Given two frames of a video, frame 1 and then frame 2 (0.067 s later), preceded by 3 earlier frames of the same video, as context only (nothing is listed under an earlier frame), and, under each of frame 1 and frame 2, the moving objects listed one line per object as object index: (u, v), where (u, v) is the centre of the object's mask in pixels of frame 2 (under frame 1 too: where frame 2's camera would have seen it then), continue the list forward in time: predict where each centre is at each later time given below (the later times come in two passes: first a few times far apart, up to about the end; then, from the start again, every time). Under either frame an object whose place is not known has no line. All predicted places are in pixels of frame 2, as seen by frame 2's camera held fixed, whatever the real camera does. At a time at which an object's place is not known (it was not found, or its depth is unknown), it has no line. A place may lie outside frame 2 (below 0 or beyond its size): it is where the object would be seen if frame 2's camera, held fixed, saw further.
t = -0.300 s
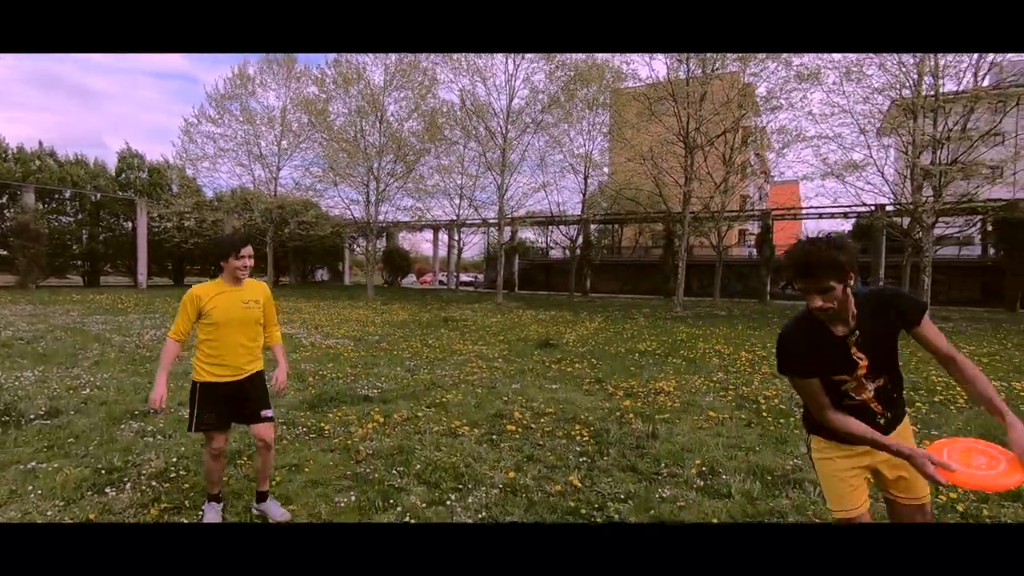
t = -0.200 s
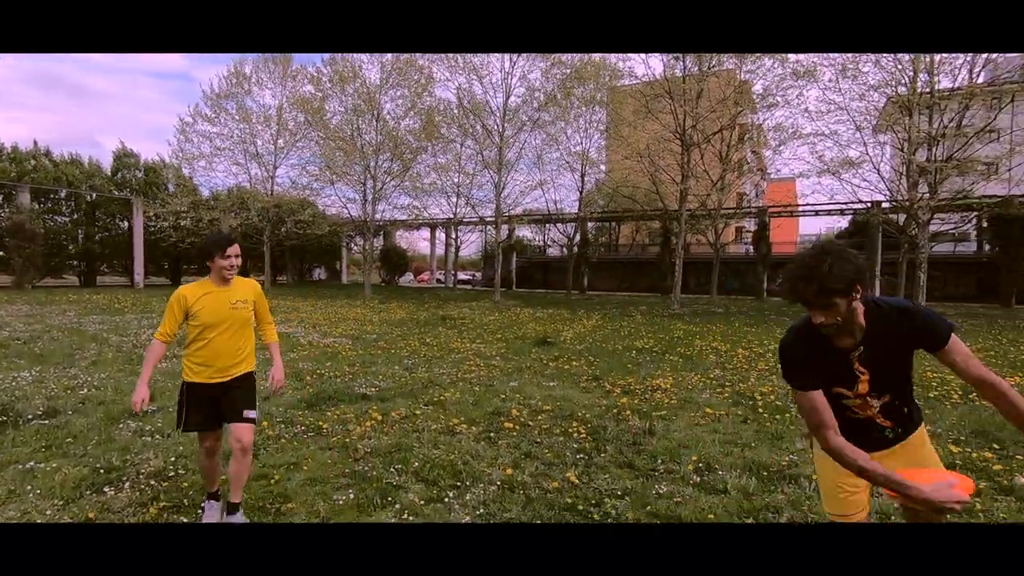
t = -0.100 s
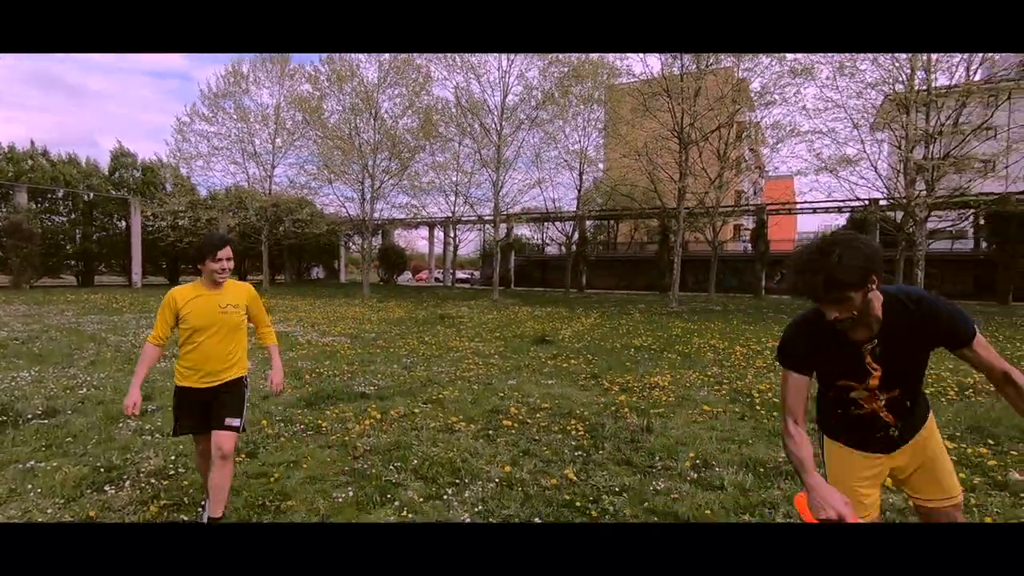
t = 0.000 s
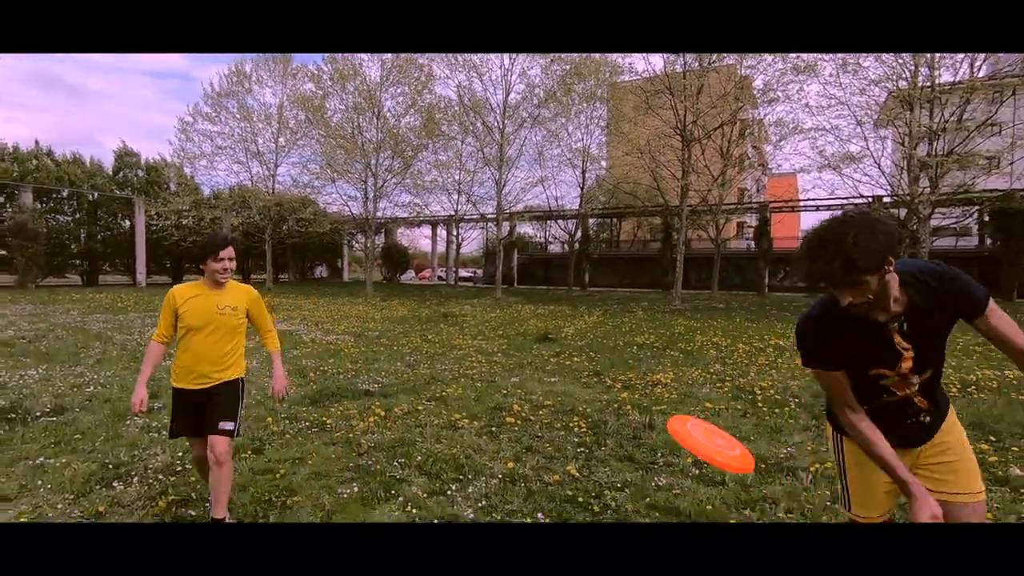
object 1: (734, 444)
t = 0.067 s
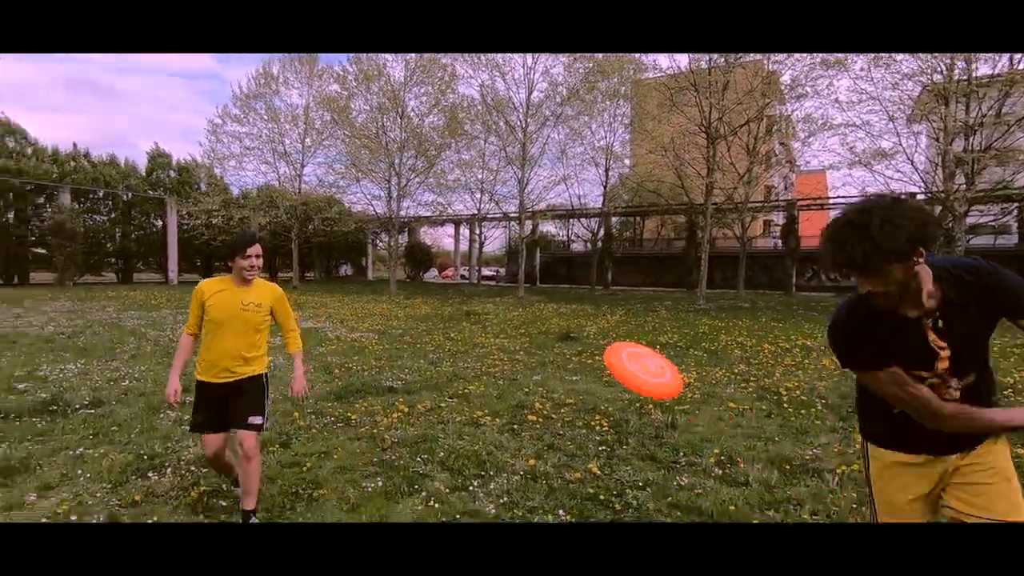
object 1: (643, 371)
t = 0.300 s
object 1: (434, 253)
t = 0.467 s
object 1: (344, 239)
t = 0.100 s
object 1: (604, 343)
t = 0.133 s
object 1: (569, 319)
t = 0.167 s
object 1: (537, 299)
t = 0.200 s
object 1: (507, 283)
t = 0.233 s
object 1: (481, 271)
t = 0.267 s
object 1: (456, 261)
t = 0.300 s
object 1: (434, 253)
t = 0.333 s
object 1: (414, 248)
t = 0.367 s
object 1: (394, 244)
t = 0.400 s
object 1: (376, 241)
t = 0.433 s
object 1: (359, 240)
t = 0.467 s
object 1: (344, 239)
